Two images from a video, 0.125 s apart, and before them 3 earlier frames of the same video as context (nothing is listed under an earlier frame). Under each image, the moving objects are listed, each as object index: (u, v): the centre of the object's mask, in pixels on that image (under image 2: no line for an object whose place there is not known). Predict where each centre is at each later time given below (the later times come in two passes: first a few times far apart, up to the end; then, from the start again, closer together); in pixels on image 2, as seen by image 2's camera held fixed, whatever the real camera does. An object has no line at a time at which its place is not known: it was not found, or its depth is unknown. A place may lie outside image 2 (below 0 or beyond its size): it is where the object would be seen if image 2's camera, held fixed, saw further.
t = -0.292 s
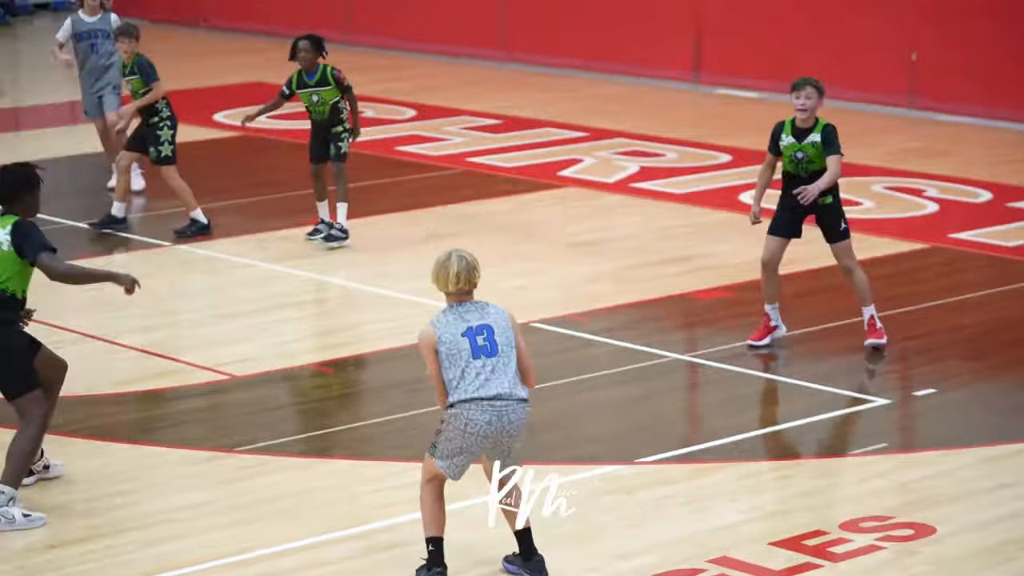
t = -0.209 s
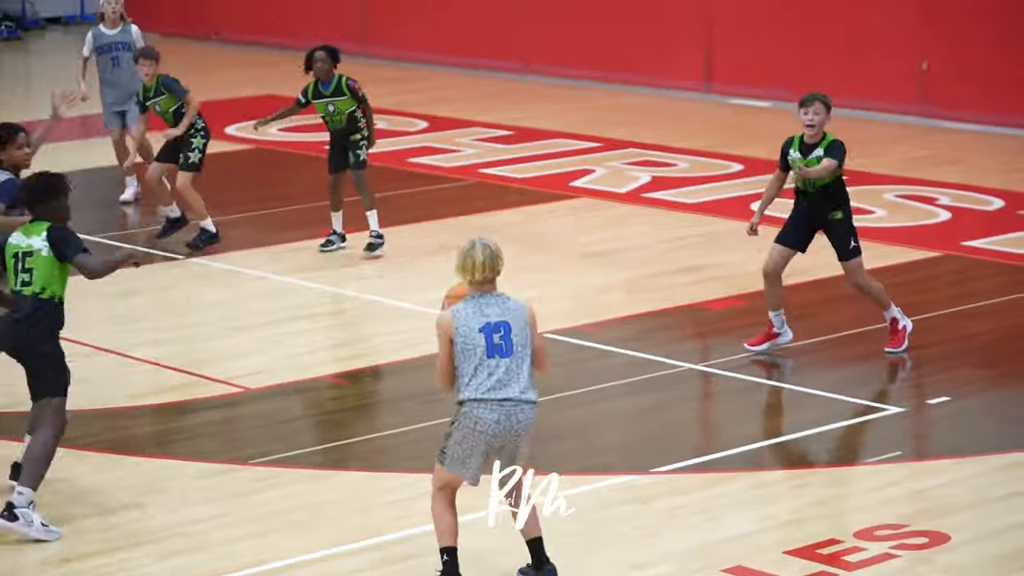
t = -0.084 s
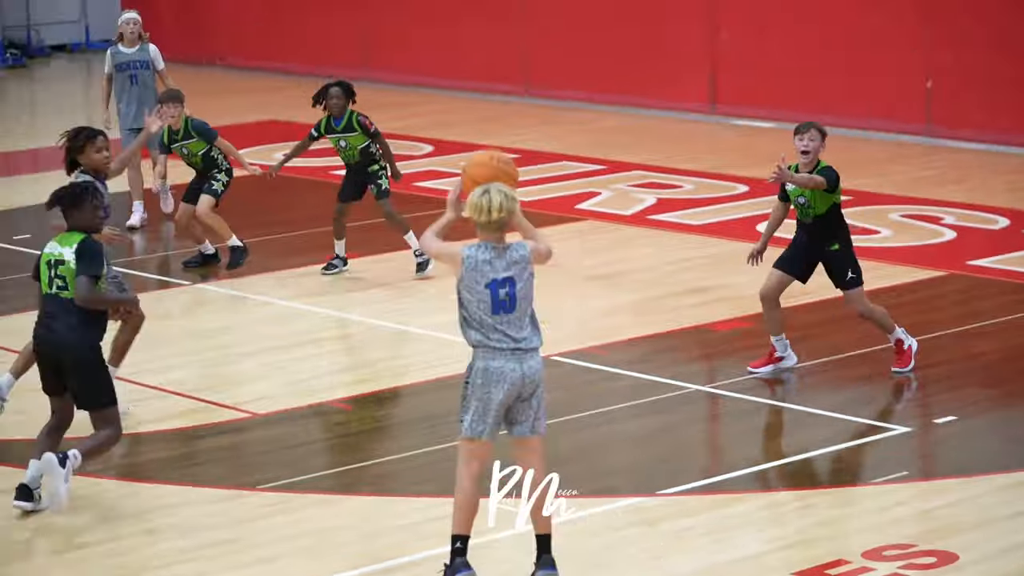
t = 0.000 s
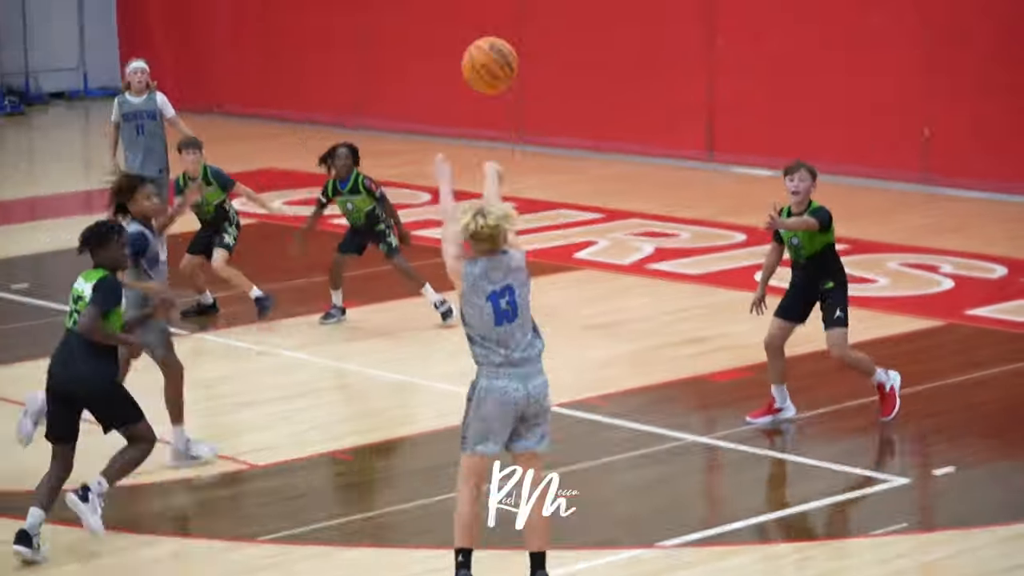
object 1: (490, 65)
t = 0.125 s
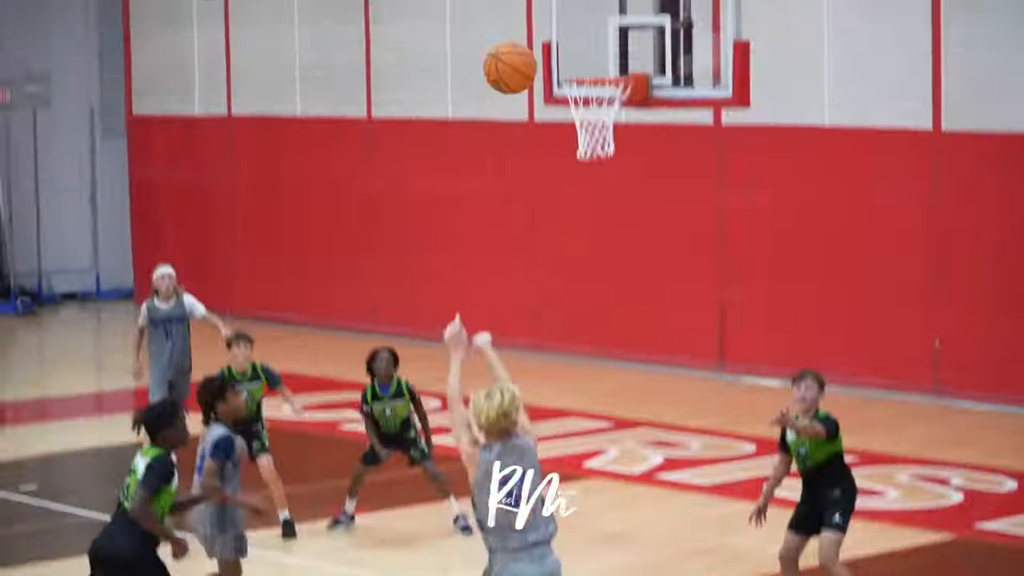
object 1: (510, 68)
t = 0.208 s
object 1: (517, -40)
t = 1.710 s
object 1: (581, 228)
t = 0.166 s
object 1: (514, 11)
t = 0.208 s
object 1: (517, -40)
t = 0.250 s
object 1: (520, -86)
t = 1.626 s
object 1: (589, 182)
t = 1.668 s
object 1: (585, 205)
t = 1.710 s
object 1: (581, 228)
